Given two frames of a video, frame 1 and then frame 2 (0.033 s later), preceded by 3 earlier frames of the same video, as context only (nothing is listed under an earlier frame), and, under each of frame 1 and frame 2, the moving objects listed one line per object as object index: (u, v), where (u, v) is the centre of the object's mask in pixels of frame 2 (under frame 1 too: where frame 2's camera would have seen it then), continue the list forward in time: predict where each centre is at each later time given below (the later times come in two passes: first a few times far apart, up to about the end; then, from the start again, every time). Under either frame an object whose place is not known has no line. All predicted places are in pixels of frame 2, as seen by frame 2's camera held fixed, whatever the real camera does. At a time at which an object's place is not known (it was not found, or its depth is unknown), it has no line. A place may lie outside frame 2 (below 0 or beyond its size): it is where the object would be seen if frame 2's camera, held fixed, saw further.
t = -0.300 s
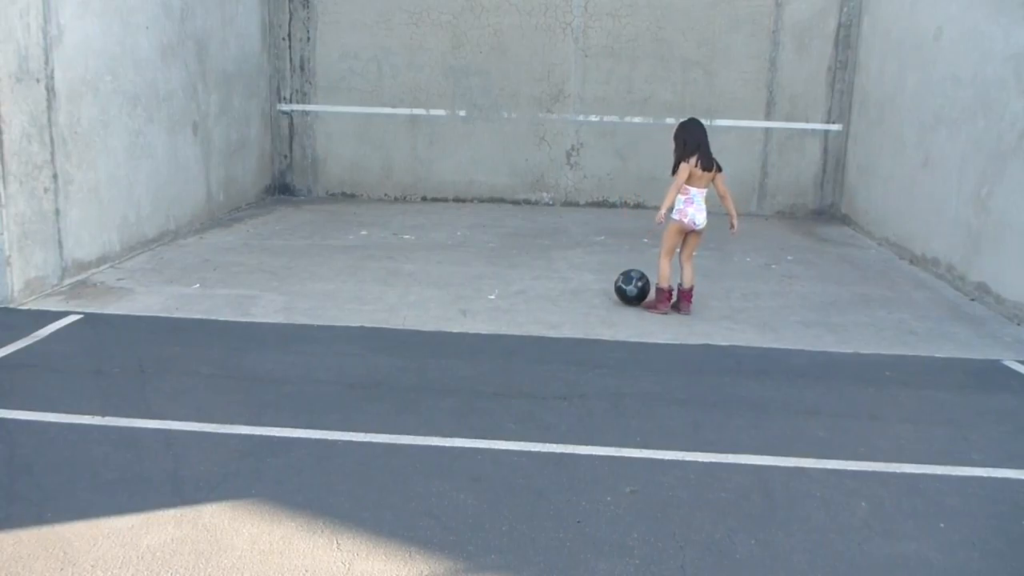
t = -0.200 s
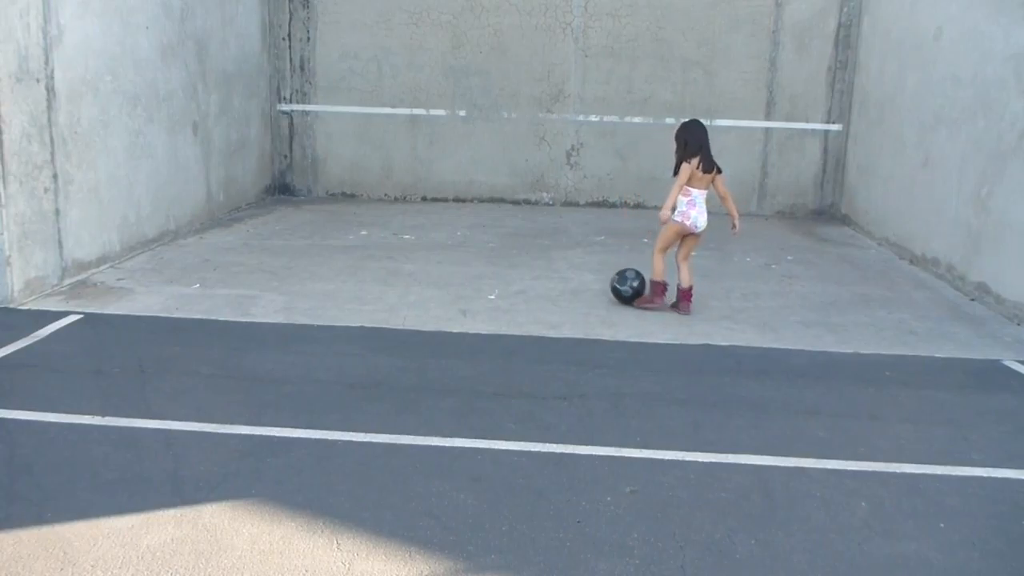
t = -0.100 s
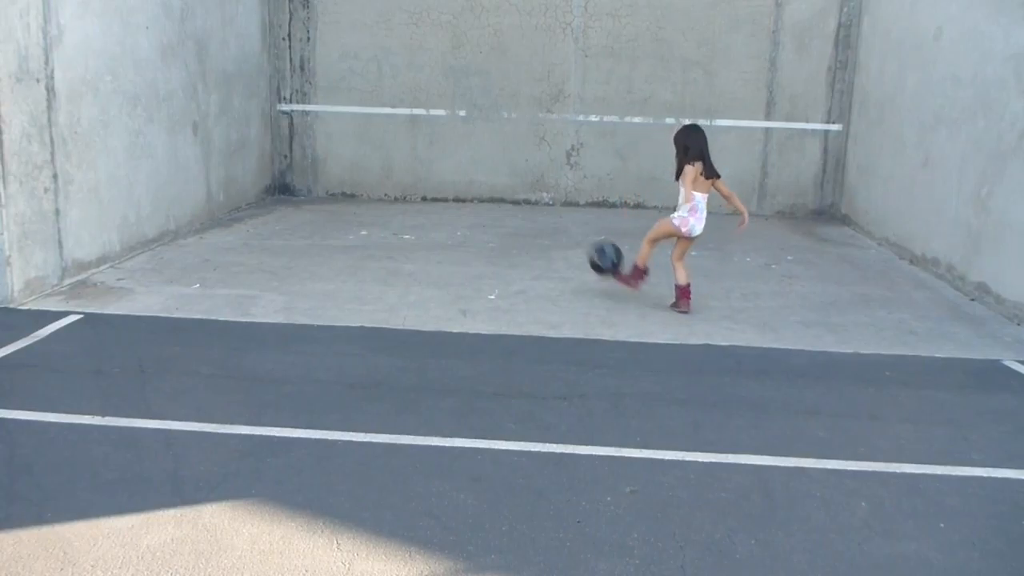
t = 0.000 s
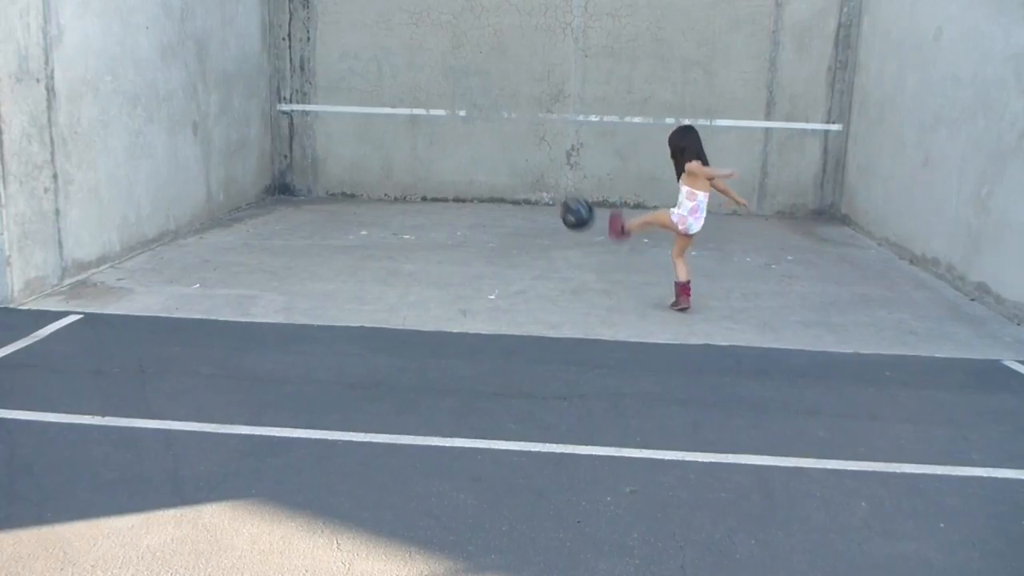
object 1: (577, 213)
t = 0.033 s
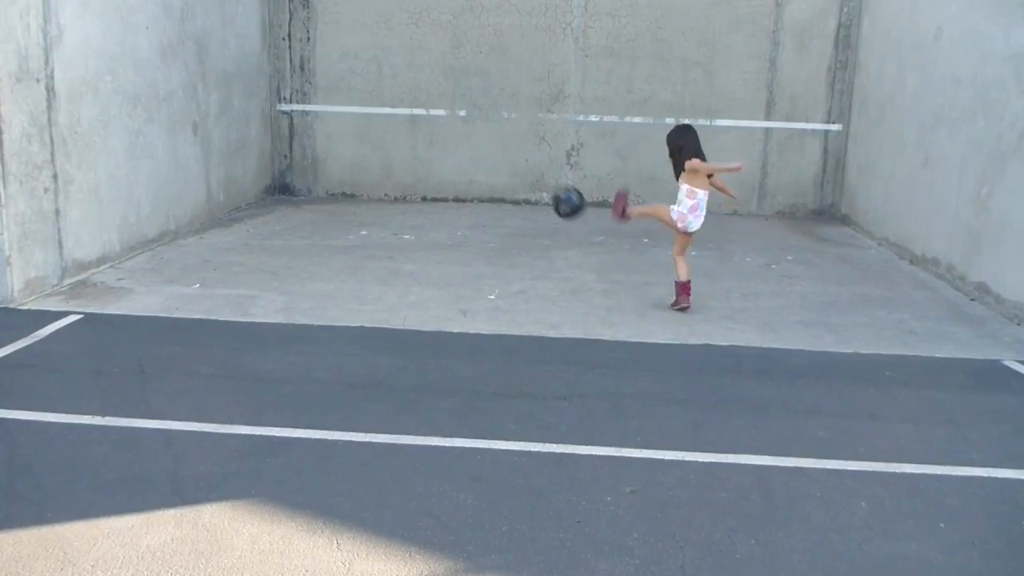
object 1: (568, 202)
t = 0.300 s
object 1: (502, 171)
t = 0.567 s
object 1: (446, 225)
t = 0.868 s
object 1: (407, 169)
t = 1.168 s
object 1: (373, 205)
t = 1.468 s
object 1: (344, 171)
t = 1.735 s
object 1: (322, 181)
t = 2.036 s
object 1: (295, 177)
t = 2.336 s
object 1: (272, 179)
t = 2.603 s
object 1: (284, 188)
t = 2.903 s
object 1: (288, 192)
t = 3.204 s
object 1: (294, 197)
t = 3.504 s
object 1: (302, 201)
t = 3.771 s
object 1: (309, 204)
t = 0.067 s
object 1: (559, 192)
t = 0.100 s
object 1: (550, 184)
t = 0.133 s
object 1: (542, 178)
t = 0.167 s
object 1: (534, 174)
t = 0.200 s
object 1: (525, 171)
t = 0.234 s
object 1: (517, 170)
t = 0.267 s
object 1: (509, 170)
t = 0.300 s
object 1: (502, 171)
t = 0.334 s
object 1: (494, 174)
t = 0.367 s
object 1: (486, 179)
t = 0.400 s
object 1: (478, 184)
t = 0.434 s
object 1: (471, 191)
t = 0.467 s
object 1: (465, 198)
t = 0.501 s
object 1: (458, 208)
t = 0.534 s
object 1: (452, 218)
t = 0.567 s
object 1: (446, 225)
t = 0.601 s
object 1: (441, 214)
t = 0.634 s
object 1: (437, 203)
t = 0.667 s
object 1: (433, 194)
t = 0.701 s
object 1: (428, 187)
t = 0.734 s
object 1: (424, 181)
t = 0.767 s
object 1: (419, 176)
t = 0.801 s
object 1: (416, 172)
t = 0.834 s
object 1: (411, 170)
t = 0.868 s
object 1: (407, 169)
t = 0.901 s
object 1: (403, 169)
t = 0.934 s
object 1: (399, 171)
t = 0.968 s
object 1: (396, 173)
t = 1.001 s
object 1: (392, 177)
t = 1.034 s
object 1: (388, 182)
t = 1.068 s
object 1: (384, 188)
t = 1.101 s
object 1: (380, 194)
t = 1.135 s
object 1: (377, 203)
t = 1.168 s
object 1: (373, 205)
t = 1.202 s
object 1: (370, 196)
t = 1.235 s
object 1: (367, 189)
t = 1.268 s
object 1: (363, 183)
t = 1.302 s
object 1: (360, 178)
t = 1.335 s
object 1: (357, 175)
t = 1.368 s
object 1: (354, 172)
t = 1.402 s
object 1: (351, 170)
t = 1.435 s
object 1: (348, 170)
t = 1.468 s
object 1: (344, 171)
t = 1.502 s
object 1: (342, 173)
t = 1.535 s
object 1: (339, 176)
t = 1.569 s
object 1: (336, 179)
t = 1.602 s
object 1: (333, 185)
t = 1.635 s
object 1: (330, 191)
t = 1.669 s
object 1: (328, 192)
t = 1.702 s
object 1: (325, 186)
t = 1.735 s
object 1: (322, 181)
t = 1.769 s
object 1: (320, 177)
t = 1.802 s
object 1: (317, 174)
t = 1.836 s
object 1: (314, 172)
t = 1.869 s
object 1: (312, 172)
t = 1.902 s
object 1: (309, 171)
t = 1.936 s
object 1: (305, 171)
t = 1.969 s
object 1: (302, 172)
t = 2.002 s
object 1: (299, 174)
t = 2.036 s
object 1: (295, 177)
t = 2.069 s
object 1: (292, 182)
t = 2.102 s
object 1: (288, 187)
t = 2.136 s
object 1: (285, 192)
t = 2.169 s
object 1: (282, 189)
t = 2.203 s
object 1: (279, 185)
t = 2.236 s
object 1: (275, 183)
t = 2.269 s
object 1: (271, 181)
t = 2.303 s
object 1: (270, 180)
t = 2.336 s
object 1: (272, 179)
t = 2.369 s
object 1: (274, 180)
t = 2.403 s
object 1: (277, 182)
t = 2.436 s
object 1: (279, 184)
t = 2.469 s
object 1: (280, 188)
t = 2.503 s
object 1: (283, 194)
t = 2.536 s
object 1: (283, 194)
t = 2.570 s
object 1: (284, 190)
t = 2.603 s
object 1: (284, 188)
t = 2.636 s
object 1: (284, 187)
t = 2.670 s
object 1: (285, 186)
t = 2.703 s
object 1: (285, 188)
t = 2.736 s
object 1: (286, 190)
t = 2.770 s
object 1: (286, 193)
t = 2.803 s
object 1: (287, 196)
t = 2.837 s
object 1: (287, 195)
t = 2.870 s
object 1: (288, 193)
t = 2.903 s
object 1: (288, 192)
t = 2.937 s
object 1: (289, 192)
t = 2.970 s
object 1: (290, 193)
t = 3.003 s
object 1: (290, 194)
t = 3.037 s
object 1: (290, 196)
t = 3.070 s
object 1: (291, 196)
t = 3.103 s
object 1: (292, 195)
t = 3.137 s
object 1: (293, 195)
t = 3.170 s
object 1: (293, 195)
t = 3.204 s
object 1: (294, 197)
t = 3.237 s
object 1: (295, 198)
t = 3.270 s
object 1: (295, 198)
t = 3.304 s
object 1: (297, 198)
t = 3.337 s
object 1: (298, 198)
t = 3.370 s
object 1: (299, 200)
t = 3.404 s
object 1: (299, 201)
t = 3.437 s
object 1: (301, 200)
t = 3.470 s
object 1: (302, 200)
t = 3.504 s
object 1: (302, 201)
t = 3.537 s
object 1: (303, 202)
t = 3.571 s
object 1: (304, 201)
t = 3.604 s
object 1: (305, 202)
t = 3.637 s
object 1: (306, 203)
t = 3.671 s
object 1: (307, 203)
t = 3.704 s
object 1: (308, 203)
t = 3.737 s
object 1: (309, 204)
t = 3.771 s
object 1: (309, 204)
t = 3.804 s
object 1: (310, 204)
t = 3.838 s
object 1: (311, 204)
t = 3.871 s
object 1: (312, 205)
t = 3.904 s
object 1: (313, 205)
